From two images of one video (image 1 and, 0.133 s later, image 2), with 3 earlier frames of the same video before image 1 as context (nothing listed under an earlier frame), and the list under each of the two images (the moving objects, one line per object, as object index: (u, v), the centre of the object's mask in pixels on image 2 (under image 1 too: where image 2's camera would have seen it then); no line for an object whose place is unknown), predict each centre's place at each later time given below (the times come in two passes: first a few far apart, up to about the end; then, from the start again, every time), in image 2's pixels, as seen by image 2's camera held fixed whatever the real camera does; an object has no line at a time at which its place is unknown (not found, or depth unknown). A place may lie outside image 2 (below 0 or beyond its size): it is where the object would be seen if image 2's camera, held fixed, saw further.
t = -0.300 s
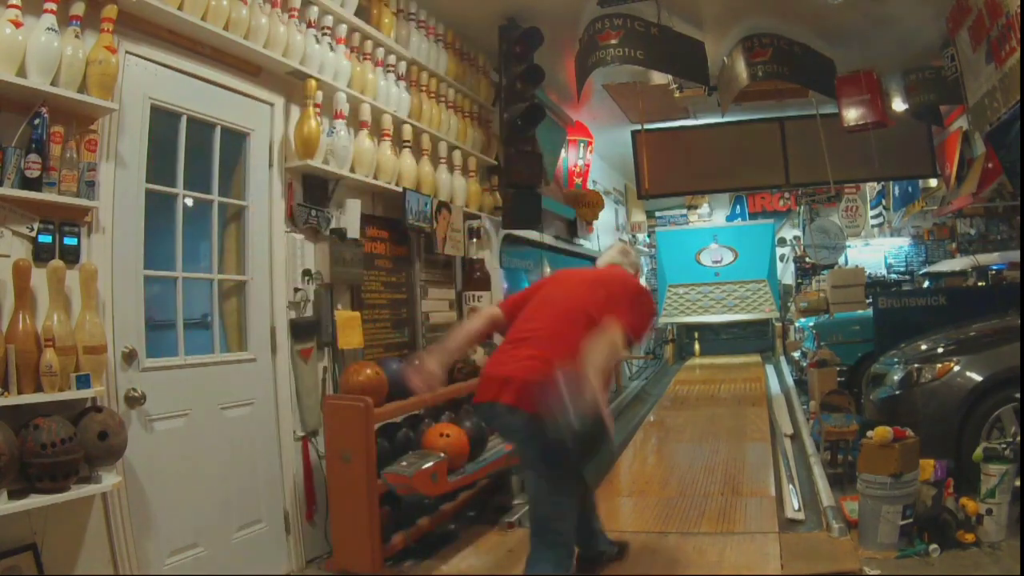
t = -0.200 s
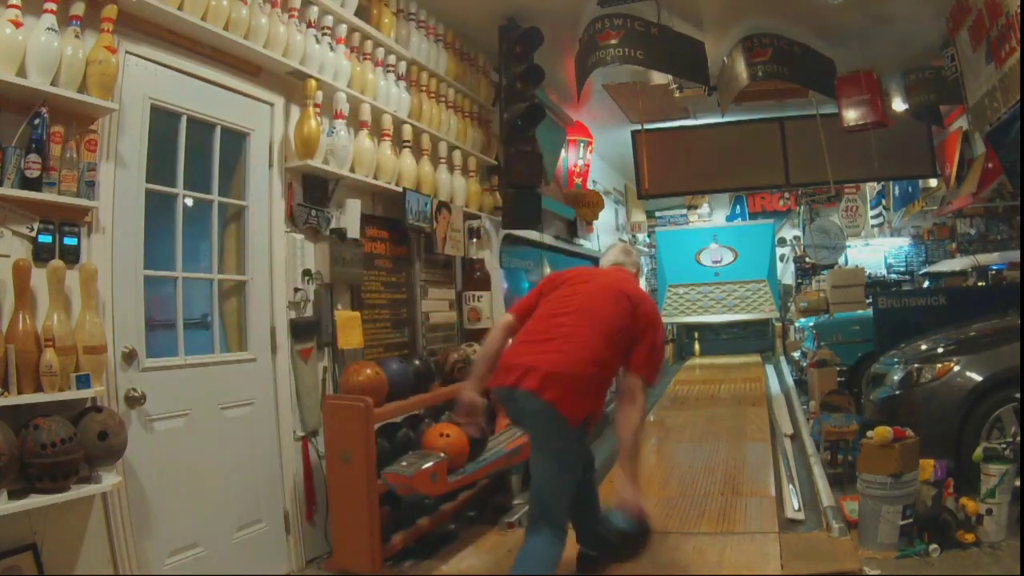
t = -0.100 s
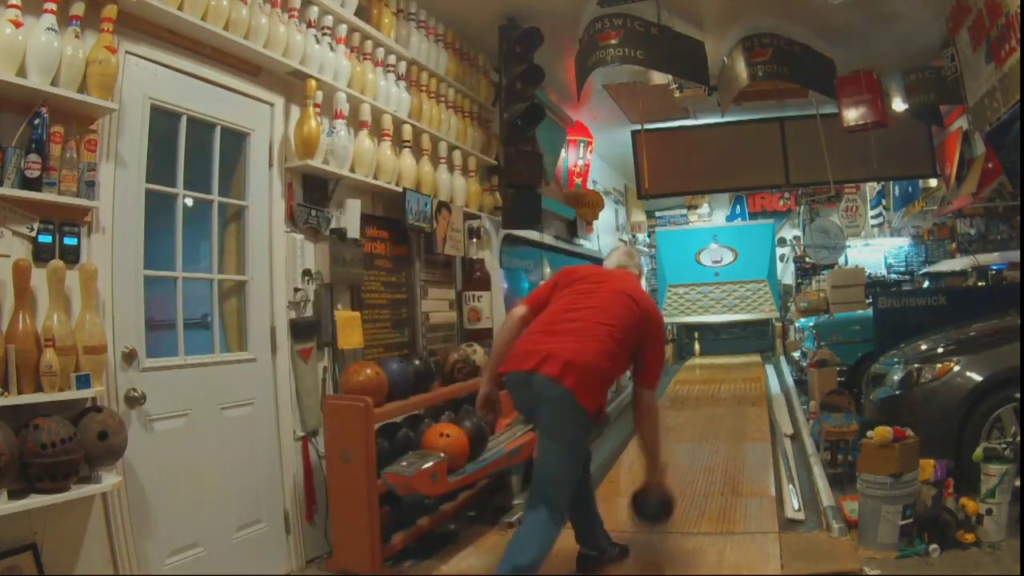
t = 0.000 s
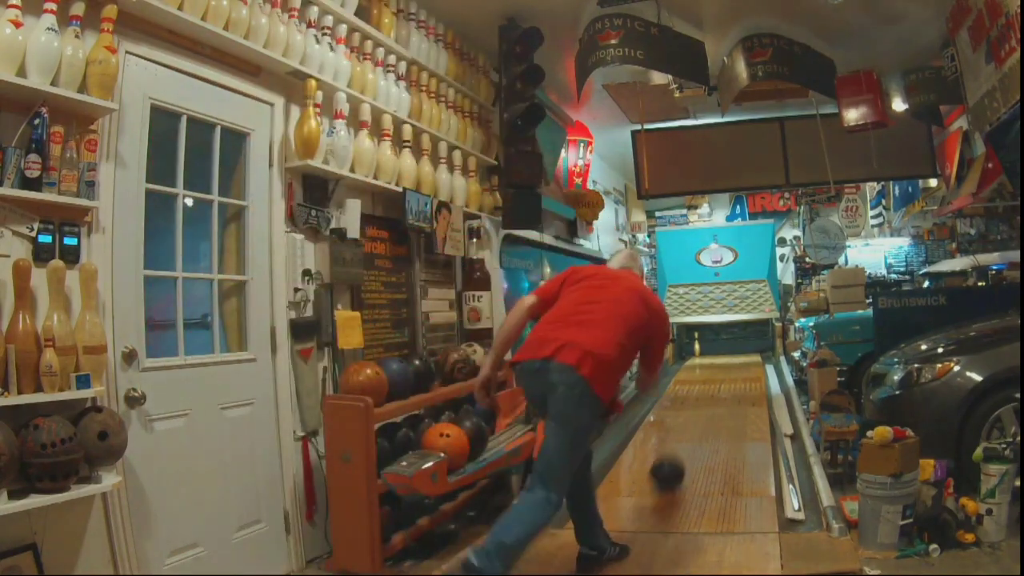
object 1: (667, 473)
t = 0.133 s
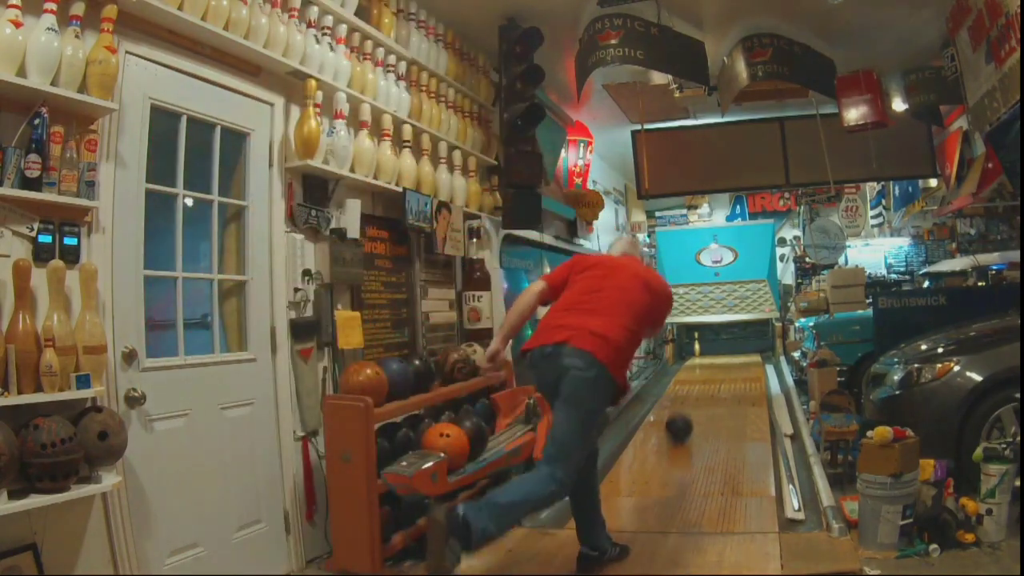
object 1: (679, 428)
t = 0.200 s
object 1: (682, 411)
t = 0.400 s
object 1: (690, 379)
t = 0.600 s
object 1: (694, 360)
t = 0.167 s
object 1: (681, 419)
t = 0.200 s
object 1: (682, 411)
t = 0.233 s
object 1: (684, 404)
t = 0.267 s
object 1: (685, 399)
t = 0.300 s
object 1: (687, 393)
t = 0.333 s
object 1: (688, 388)
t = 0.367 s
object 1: (689, 383)
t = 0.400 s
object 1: (690, 379)
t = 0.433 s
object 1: (691, 374)
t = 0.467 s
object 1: (691, 371)
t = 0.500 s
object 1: (692, 367)
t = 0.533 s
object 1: (693, 365)
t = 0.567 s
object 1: (694, 363)
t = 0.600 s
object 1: (694, 360)
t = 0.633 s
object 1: (695, 357)
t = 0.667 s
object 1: (695, 354)
